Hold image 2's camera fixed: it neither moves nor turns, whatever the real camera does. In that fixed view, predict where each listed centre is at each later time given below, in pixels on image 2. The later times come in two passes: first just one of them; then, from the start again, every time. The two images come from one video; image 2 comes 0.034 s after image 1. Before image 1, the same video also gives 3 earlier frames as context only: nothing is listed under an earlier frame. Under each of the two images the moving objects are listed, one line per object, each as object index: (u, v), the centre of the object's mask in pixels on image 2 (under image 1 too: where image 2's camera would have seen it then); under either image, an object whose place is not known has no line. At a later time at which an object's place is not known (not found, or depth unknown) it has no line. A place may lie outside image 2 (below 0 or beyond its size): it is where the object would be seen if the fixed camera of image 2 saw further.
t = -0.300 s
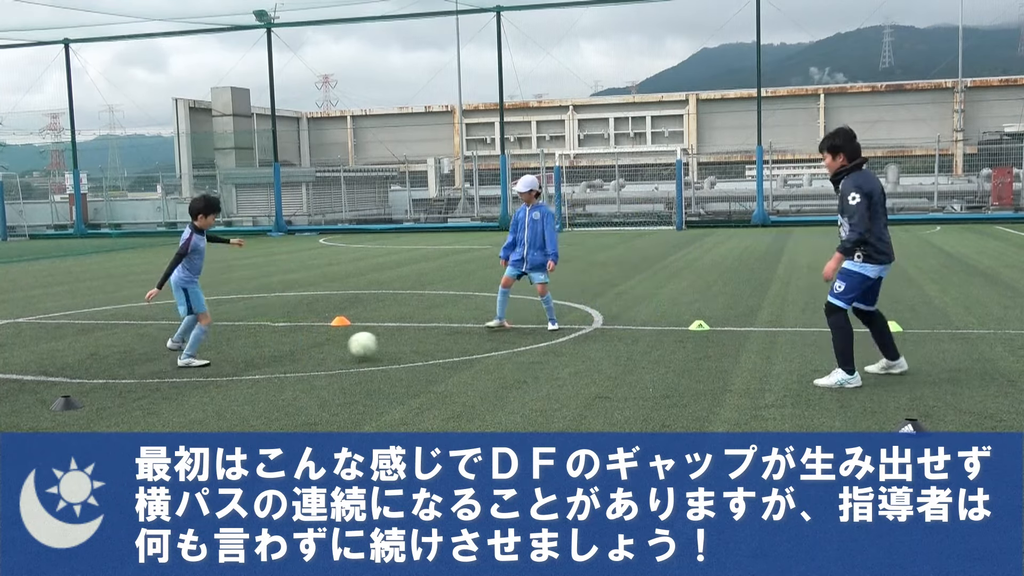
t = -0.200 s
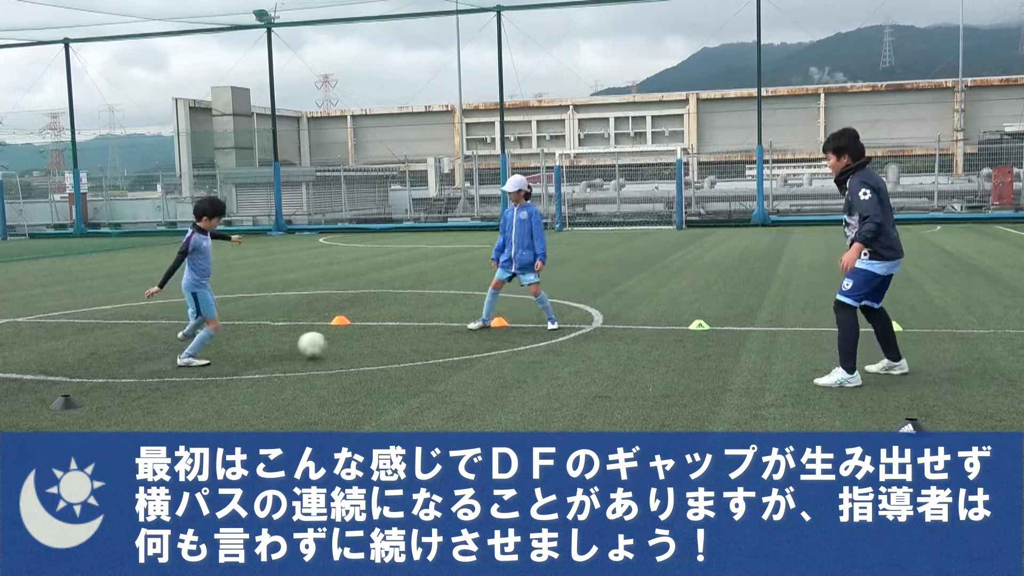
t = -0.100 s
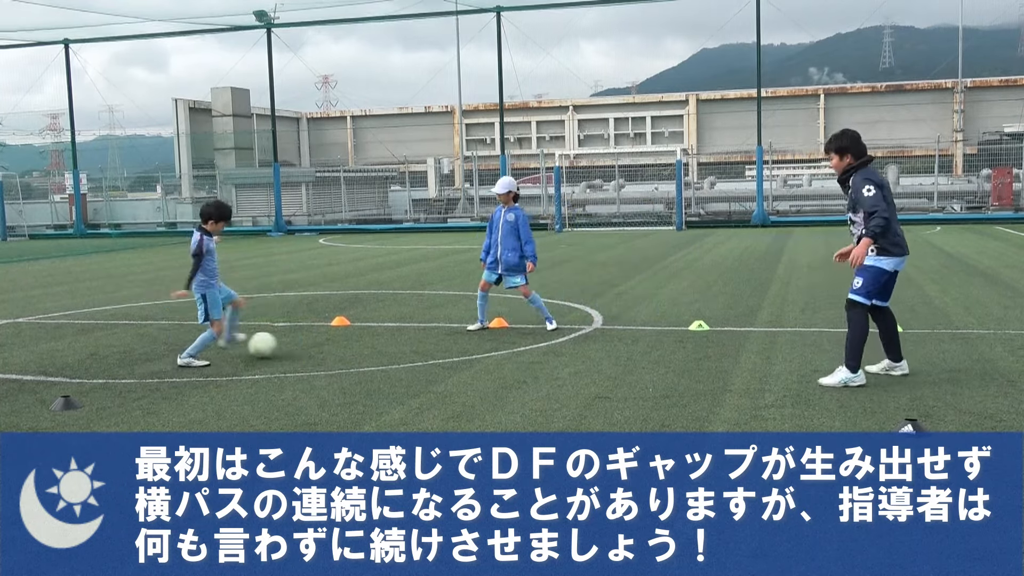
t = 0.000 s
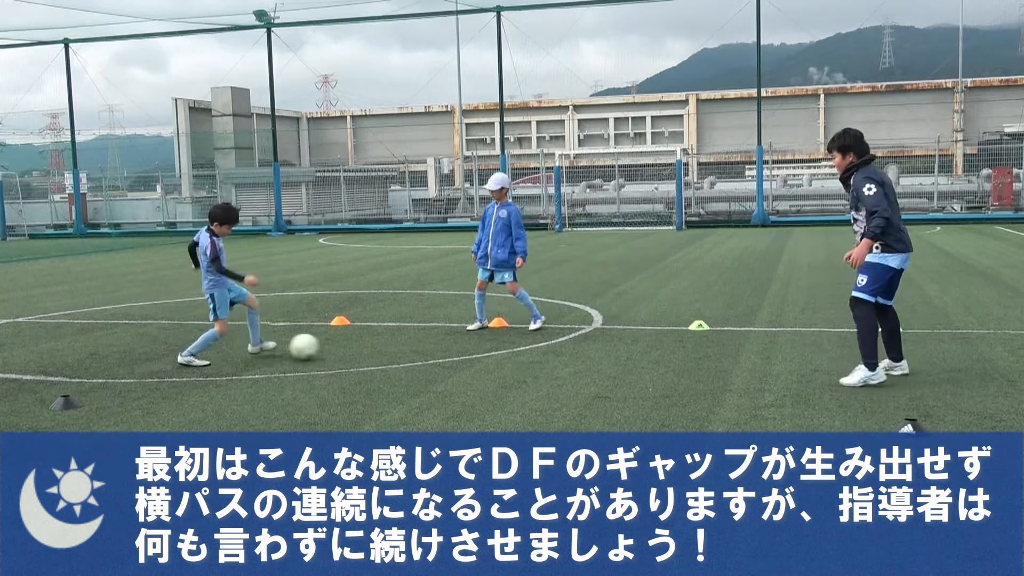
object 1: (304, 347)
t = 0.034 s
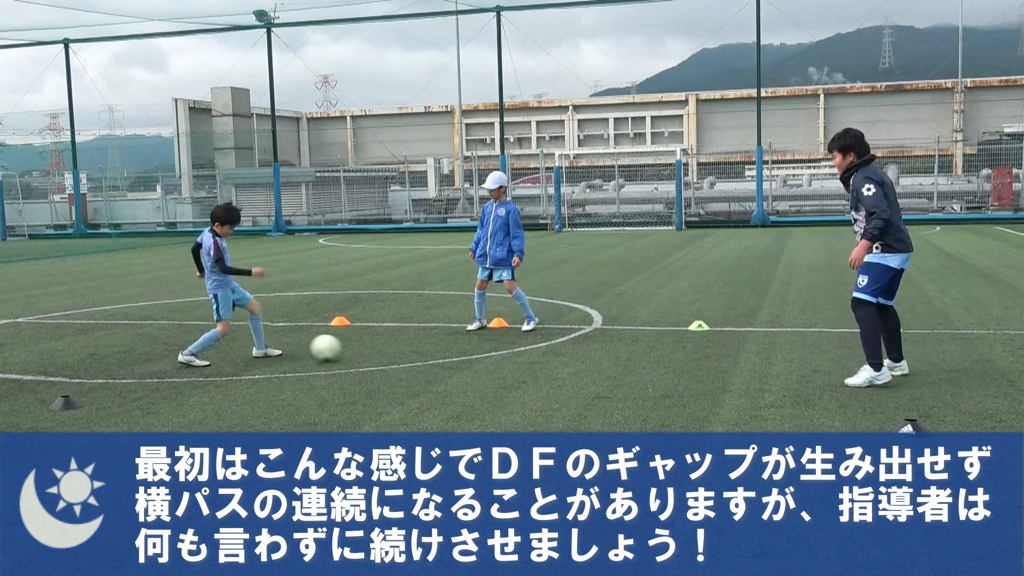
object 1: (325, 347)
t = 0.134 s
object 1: (390, 351)
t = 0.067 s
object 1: (348, 350)
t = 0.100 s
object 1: (369, 350)
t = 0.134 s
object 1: (390, 351)
